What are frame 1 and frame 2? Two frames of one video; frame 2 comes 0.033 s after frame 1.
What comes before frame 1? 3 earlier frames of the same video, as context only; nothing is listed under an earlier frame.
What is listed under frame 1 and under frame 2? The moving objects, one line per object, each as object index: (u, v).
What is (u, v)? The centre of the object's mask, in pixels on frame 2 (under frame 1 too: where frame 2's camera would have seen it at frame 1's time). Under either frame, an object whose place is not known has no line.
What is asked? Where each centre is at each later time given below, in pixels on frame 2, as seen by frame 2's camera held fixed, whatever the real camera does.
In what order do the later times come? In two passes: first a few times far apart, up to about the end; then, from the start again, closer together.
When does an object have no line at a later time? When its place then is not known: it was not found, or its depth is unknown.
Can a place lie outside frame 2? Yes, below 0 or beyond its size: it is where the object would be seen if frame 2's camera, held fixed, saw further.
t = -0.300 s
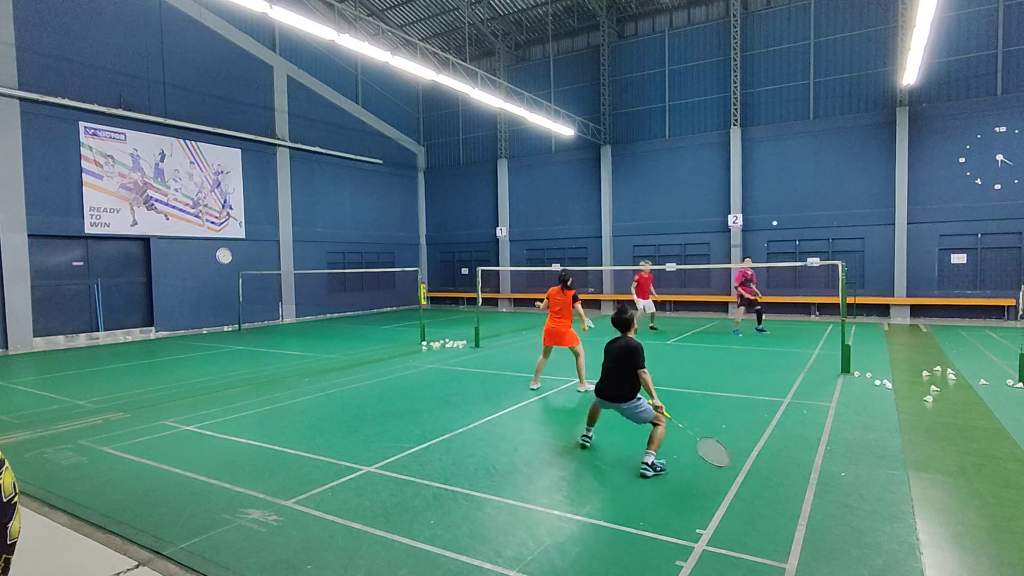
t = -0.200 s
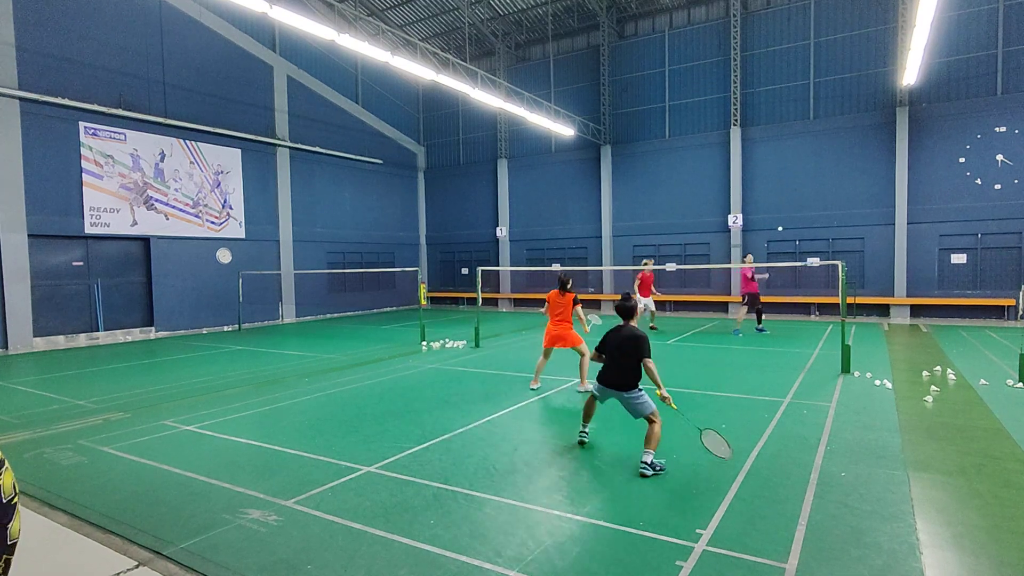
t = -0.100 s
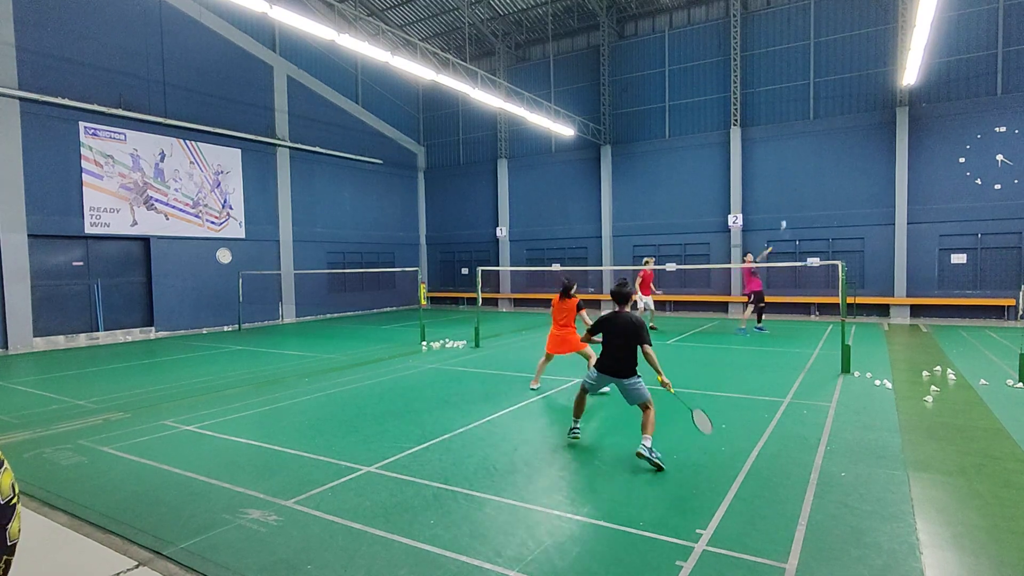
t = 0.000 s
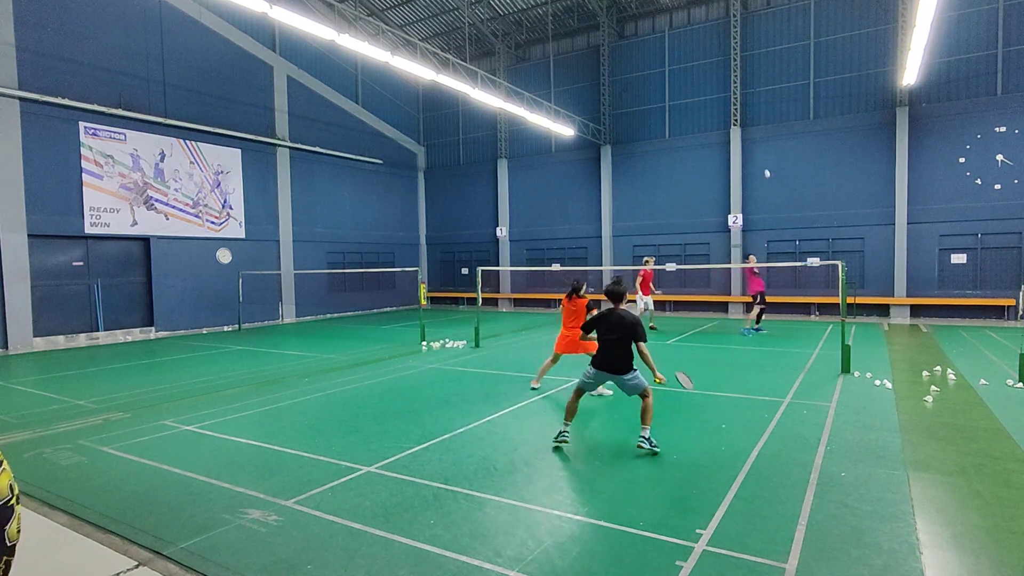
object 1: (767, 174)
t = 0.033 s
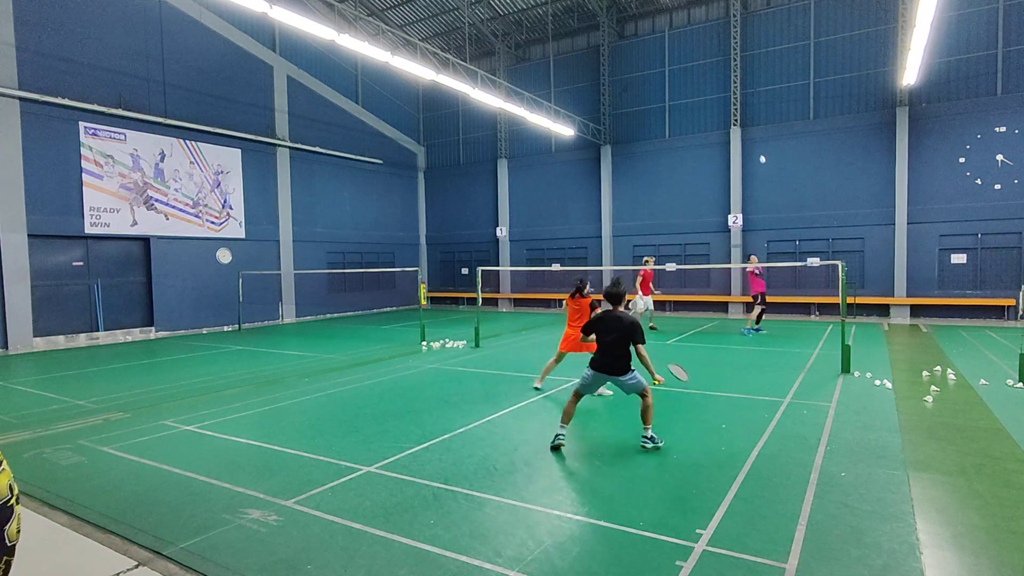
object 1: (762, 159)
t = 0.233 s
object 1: (737, 96)
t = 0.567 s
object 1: (695, 63)
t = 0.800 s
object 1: (661, 103)
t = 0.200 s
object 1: (741, 104)
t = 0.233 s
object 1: (737, 96)
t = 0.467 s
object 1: (708, 63)
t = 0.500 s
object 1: (704, 62)
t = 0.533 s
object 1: (699, 62)
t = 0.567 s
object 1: (695, 63)
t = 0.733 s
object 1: (671, 85)
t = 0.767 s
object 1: (666, 94)
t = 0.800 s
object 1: (661, 103)
